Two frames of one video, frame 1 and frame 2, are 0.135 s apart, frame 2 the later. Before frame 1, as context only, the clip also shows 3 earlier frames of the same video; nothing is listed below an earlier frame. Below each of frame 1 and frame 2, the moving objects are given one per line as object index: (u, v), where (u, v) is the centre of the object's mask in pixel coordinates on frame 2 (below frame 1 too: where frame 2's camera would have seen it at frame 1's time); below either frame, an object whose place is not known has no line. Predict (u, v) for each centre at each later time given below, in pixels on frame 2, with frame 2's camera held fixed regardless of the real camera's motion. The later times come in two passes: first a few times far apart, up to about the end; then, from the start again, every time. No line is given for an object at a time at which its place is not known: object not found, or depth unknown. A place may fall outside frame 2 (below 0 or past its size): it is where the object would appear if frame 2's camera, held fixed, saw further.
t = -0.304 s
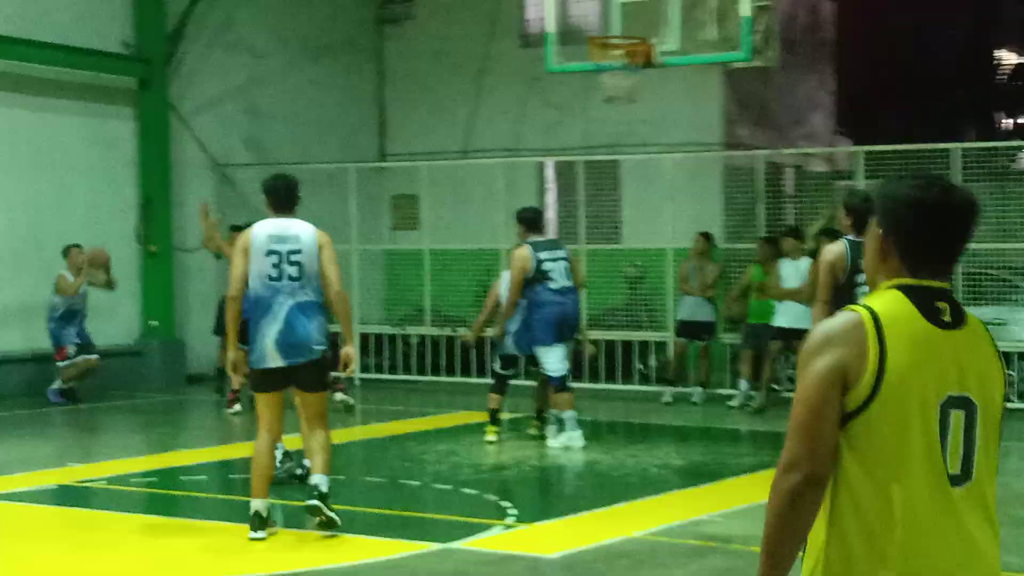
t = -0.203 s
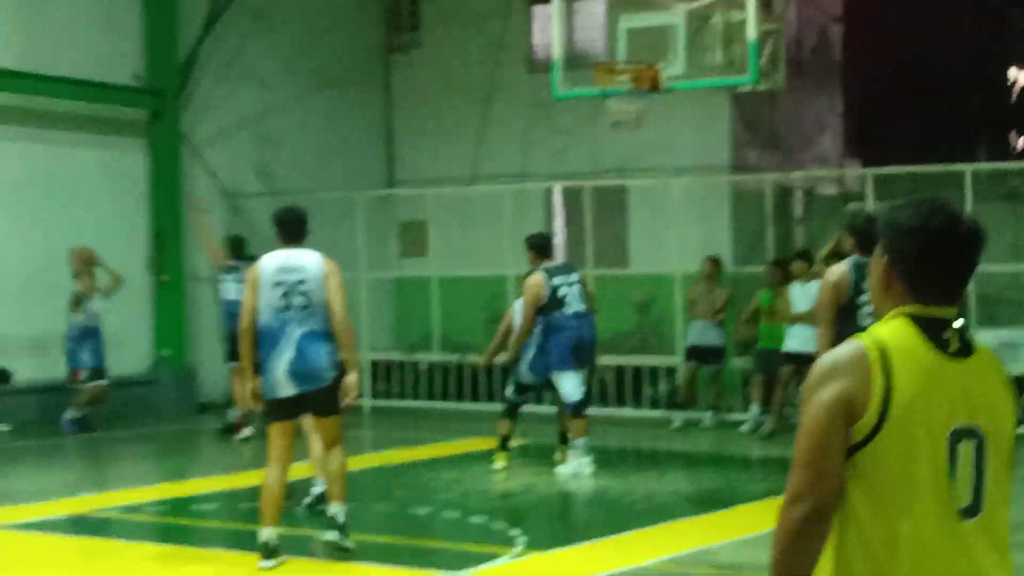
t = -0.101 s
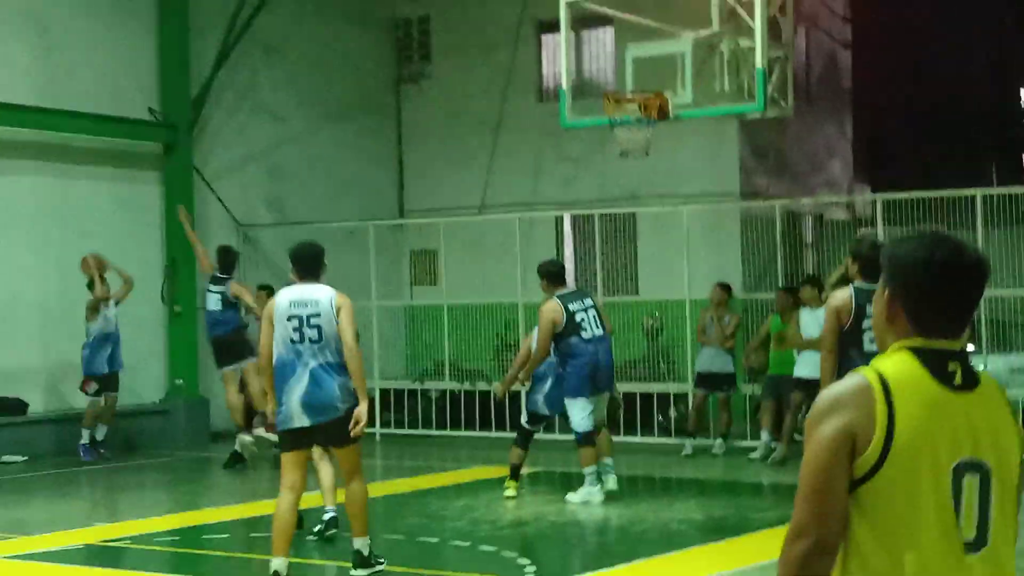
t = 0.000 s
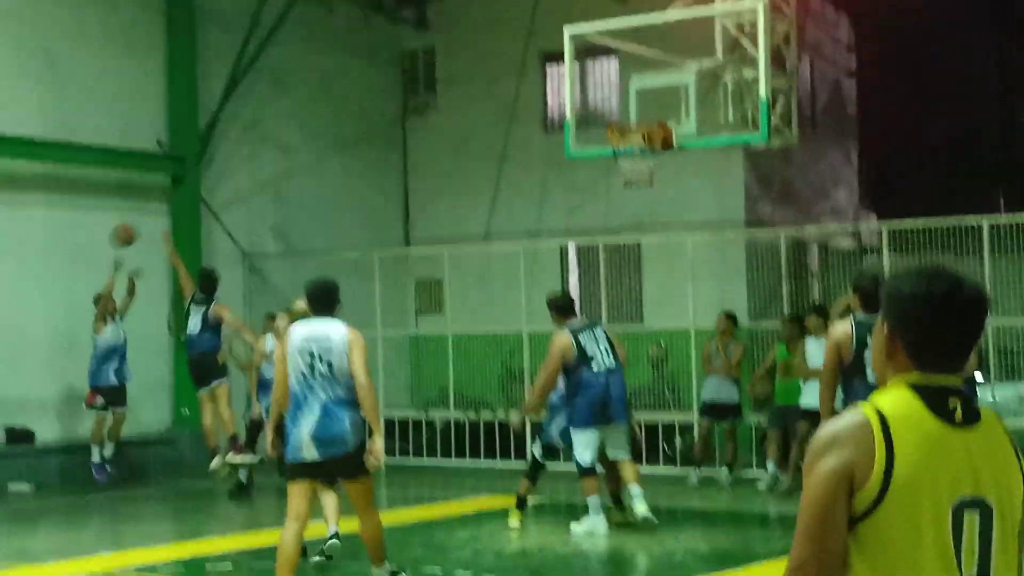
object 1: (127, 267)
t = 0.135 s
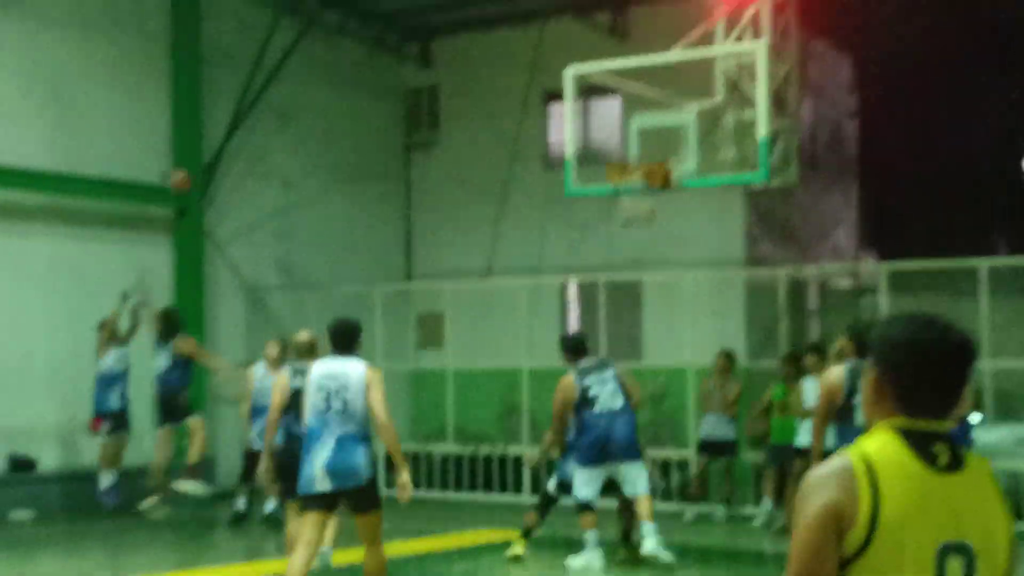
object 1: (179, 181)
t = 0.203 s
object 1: (208, 143)
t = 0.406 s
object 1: (291, 59)
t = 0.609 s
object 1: (380, 11)
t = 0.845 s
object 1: (491, 10)
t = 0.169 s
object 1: (194, 162)
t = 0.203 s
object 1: (208, 143)
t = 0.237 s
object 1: (220, 127)
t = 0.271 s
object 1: (236, 112)
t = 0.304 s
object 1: (249, 97)
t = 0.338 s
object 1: (263, 84)
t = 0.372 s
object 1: (277, 70)
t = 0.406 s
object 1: (291, 59)
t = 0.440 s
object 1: (304, 46)
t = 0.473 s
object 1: (318, 37)
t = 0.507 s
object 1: (333, 26)
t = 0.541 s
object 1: (348, 20)
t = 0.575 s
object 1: (363, 16)
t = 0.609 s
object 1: (380, 11)
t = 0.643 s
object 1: (396, 7)
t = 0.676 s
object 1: (414, 6)
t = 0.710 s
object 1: (430, 4)
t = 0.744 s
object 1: (445, 4)
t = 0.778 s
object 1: (461, 5)
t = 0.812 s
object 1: (476, 8)
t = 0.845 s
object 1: (491, 10)
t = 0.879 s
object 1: (510, 15)
